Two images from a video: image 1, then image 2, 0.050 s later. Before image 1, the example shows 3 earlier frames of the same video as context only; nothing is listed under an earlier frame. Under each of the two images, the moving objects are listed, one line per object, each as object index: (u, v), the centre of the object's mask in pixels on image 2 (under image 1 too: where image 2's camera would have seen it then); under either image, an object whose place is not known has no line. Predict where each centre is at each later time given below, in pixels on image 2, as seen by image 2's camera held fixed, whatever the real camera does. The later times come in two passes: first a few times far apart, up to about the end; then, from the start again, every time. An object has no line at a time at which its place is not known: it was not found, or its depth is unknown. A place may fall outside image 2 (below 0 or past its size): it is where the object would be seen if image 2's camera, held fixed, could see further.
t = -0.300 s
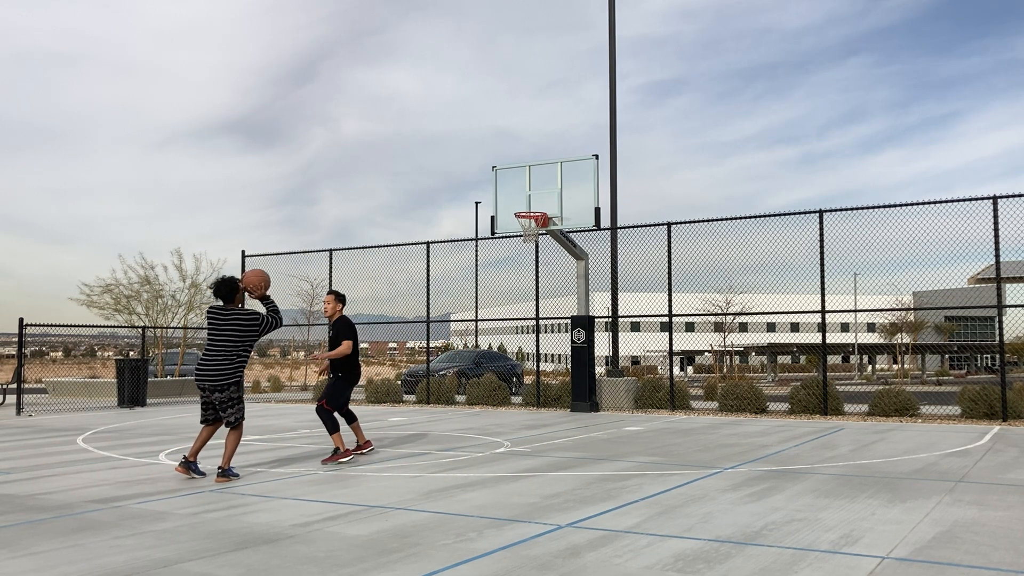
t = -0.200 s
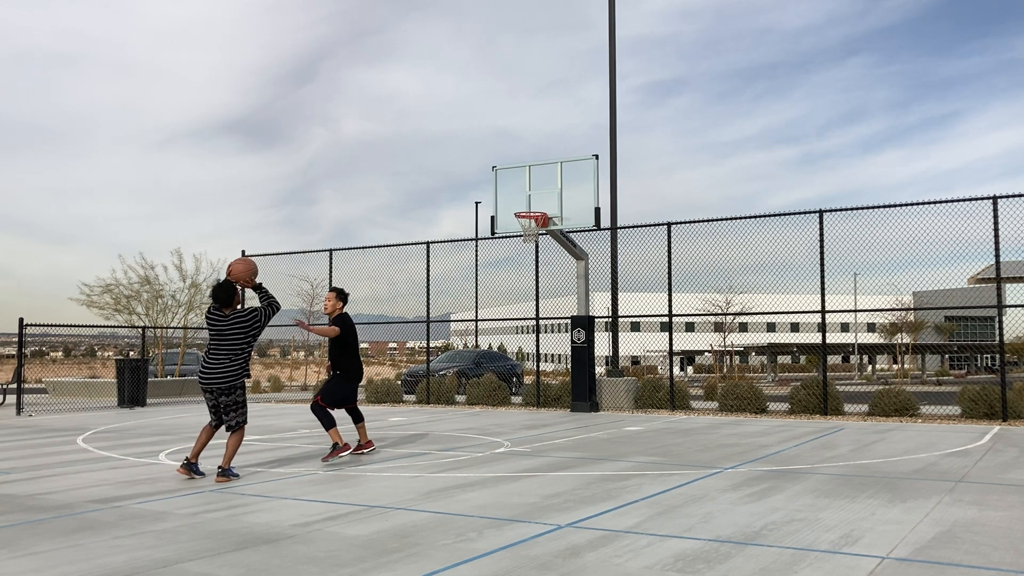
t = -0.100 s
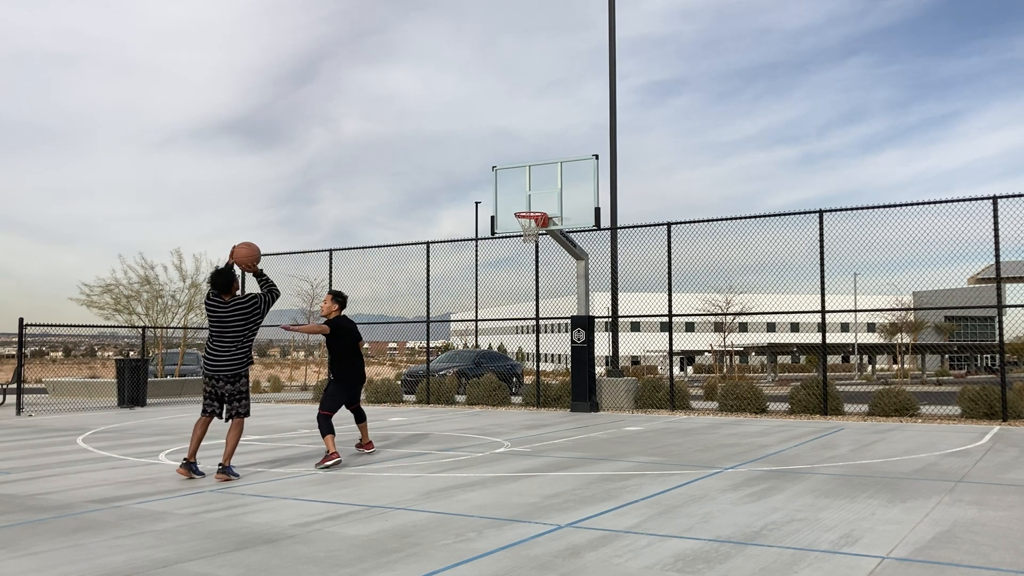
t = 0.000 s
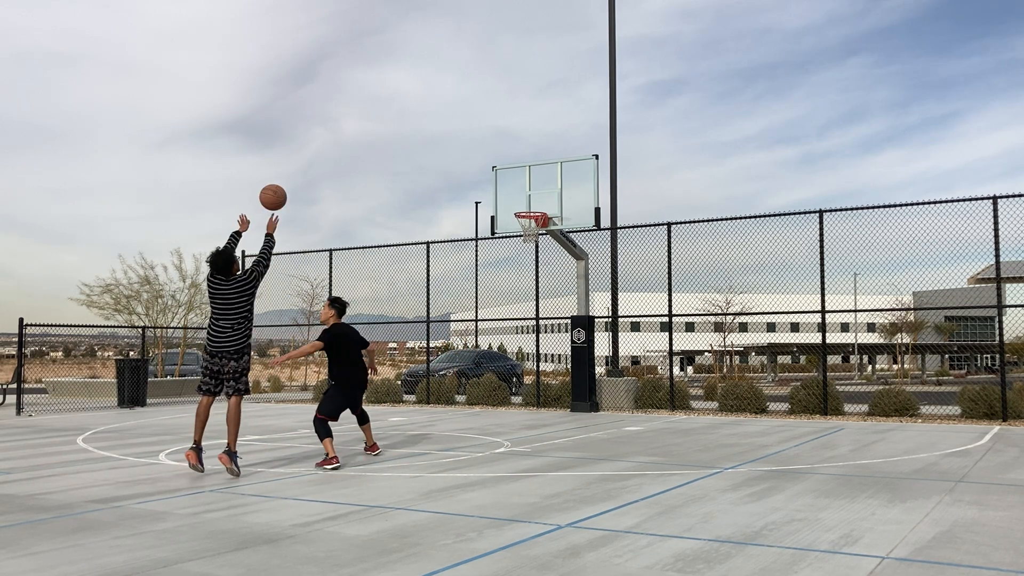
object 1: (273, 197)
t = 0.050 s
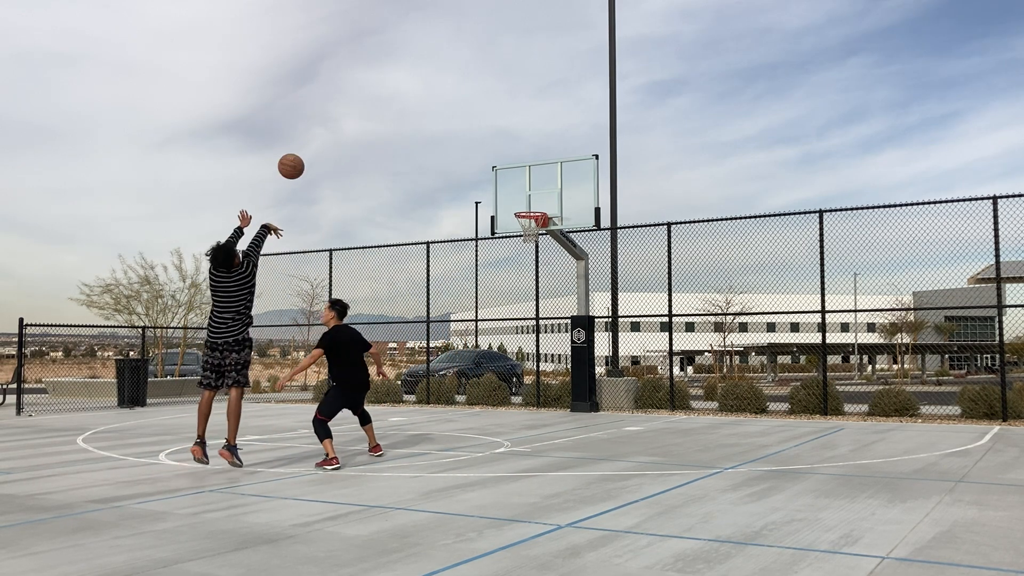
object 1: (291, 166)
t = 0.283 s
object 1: (362, 73)
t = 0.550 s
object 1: (424, 44)
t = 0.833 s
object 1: (475, 76)
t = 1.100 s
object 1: (513, 149)
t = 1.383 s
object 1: (536, 232)
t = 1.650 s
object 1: (525, 271)
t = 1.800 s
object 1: (519, 312)
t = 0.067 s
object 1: (297, 157)
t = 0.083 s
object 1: (302, 148)
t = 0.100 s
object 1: (308, 140)
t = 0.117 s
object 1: (313, 132)
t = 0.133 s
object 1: (319, 124)
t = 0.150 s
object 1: (324, 117)
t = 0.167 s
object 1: (329, 110)
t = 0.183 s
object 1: (334, 104)
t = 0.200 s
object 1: (339, 98)
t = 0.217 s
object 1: (344, 92)
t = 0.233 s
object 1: (349, 87)
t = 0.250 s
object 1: (353, 82)
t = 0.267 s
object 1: (358, 77)
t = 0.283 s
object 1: (362, 73)
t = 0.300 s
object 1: (367, 69)
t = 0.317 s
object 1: (371, 65)
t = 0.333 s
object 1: (375, 62)
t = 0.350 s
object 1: (380, 59)
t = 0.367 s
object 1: (384, 57)
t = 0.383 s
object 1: (388, 54)
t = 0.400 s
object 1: (392, 52)
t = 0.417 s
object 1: (395, 50)
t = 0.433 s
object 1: (399, 48)
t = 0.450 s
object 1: (403, 47)
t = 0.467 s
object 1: (407, 46)
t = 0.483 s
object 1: (410, 45)
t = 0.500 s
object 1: (414, 44)
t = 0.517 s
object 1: (417, 44)
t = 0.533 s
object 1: (421, 43)
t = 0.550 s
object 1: (424, 44)
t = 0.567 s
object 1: (427, 44)
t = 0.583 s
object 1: (431, 44)
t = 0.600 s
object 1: (434, 45)
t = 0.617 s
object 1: (437, 46)
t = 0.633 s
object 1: (440, 47)
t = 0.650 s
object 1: (443, 48)
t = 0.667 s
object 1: (446, 50)
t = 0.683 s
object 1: (449, 52)
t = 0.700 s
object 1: (452, 54)
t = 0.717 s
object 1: (455, 56)
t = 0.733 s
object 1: (458, 58)
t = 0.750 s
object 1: (461, 61)
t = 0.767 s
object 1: (464, 63)
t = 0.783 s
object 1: (466, 66)
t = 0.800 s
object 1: (469, 70)
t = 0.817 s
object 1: (472, 73)
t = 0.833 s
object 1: (475, 76)
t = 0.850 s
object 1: (477, 79)
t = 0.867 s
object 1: (480, 83)
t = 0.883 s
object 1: (482, 87)
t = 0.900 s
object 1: (485, 91)
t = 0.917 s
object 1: (488, 95)
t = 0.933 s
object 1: (490, 99)
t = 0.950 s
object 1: (492, 104)
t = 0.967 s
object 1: (495, 108)
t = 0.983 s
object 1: (497, 113)
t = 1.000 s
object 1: (500, 118)
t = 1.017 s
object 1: (502, 123)
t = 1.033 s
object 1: (504, 128)
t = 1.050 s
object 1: (507, 133)
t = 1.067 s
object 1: (509, 138)
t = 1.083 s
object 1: (511, 144)
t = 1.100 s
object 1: (513, 149)
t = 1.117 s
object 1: (516, 155)
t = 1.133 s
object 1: (517, 161)
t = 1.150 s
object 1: (520, 167)
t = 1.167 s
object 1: (522, 173)
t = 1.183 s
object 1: (524, 179)
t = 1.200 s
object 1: (526, 186)
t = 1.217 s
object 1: (528, 192)
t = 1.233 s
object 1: (530, 199)
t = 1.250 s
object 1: (532, 205)
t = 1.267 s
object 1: (534, 209)
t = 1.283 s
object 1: (534, 219)
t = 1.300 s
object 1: (539, 223)
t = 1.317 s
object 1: (539, 228)
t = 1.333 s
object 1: (536, 232)
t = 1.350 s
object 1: (537, 231)
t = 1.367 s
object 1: (537, 231)
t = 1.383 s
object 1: (536, 232)
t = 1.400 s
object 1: (536, 233)
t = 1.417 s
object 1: (535, 234)
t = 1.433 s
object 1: (534, 236)
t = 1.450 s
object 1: (533, 237)
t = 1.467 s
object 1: (533, 239)
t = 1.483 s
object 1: (532, 241)
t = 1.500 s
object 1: (531, 243)
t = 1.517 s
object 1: (530, 246)
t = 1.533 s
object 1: (530, 248)
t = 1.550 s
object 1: (529, 251)
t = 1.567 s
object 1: (529, 254)
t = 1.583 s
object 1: (528, 257)
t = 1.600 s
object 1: (527, 260)
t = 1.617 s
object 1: (527, 264)
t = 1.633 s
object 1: (526, 267)
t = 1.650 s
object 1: (525, 271)
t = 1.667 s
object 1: (525, 275)
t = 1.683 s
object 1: (524, 279)
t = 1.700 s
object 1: (523, 283)
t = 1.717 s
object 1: (523, 288)
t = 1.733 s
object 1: (522, 292)
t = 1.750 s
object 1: (521, 297)
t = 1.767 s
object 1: (521, 302)
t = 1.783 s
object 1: (520, 307)
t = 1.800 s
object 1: (519, 312)
